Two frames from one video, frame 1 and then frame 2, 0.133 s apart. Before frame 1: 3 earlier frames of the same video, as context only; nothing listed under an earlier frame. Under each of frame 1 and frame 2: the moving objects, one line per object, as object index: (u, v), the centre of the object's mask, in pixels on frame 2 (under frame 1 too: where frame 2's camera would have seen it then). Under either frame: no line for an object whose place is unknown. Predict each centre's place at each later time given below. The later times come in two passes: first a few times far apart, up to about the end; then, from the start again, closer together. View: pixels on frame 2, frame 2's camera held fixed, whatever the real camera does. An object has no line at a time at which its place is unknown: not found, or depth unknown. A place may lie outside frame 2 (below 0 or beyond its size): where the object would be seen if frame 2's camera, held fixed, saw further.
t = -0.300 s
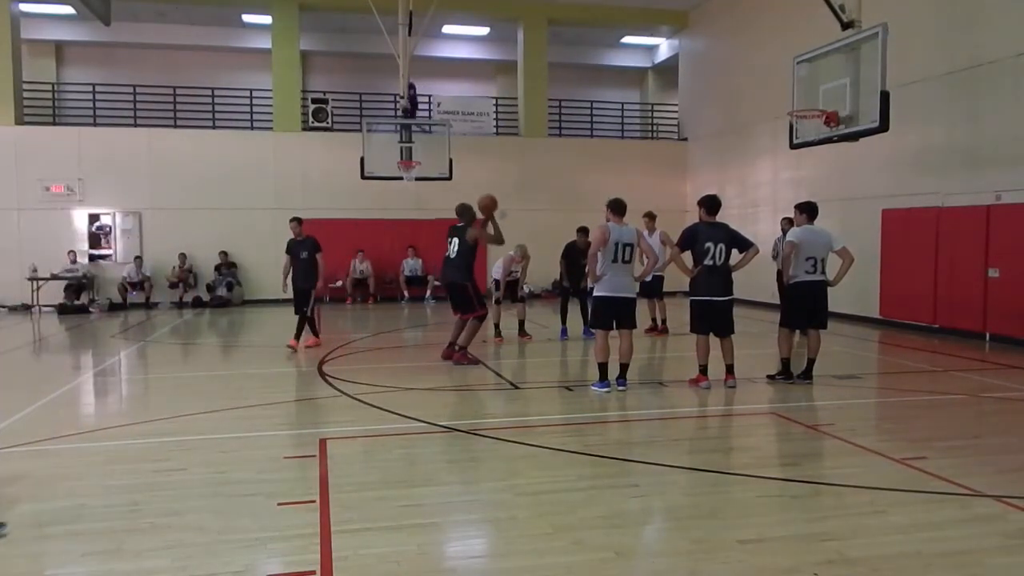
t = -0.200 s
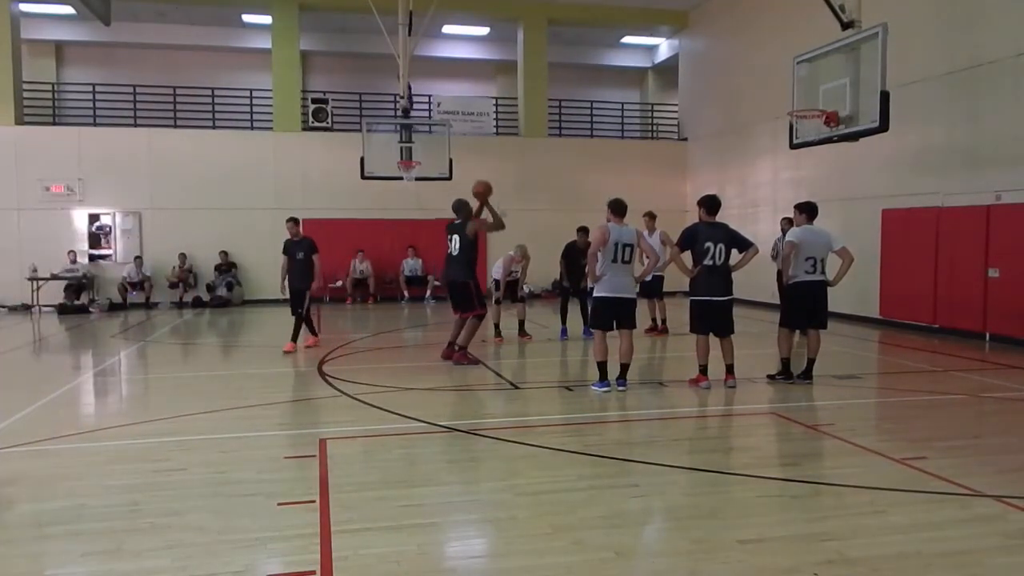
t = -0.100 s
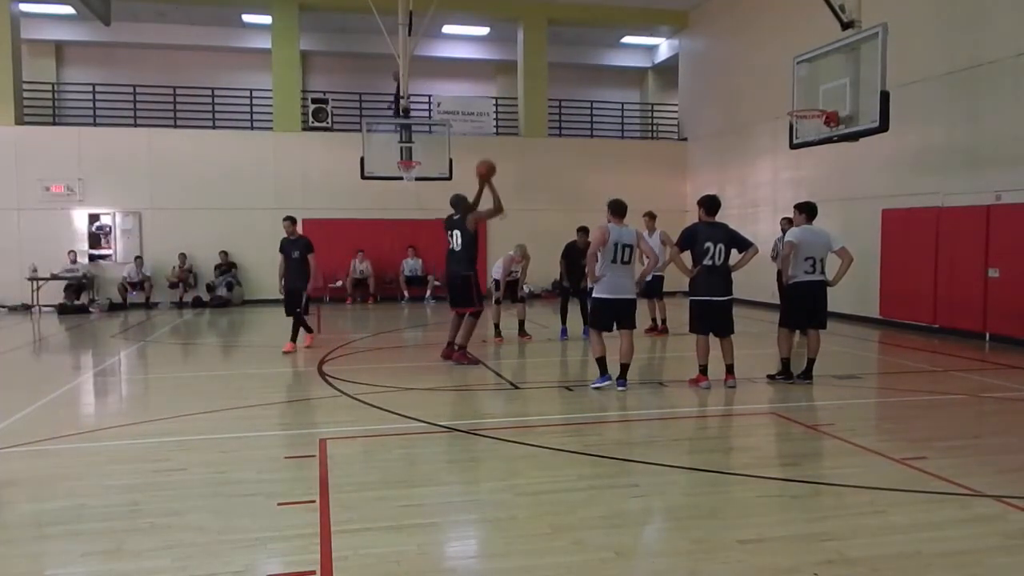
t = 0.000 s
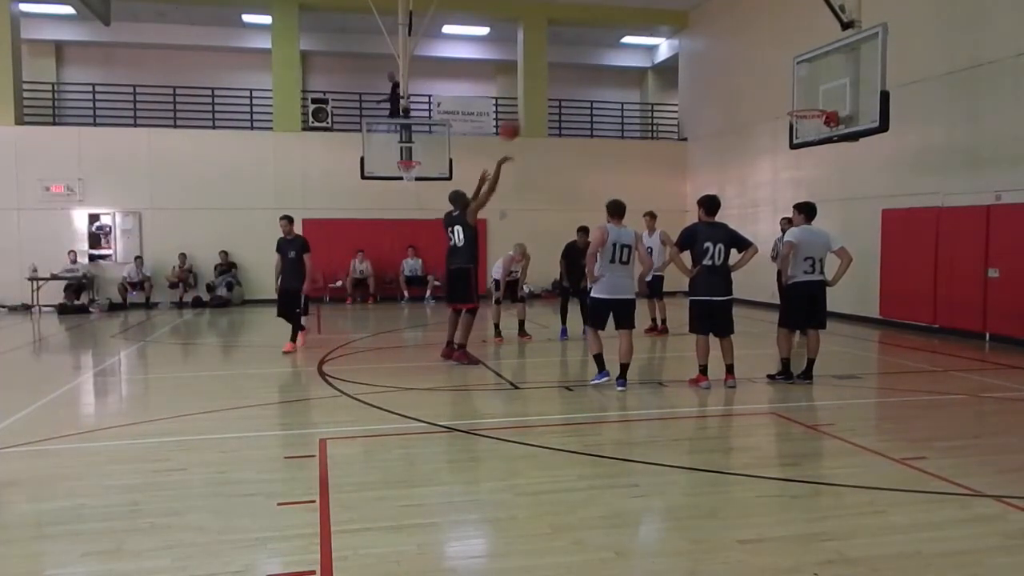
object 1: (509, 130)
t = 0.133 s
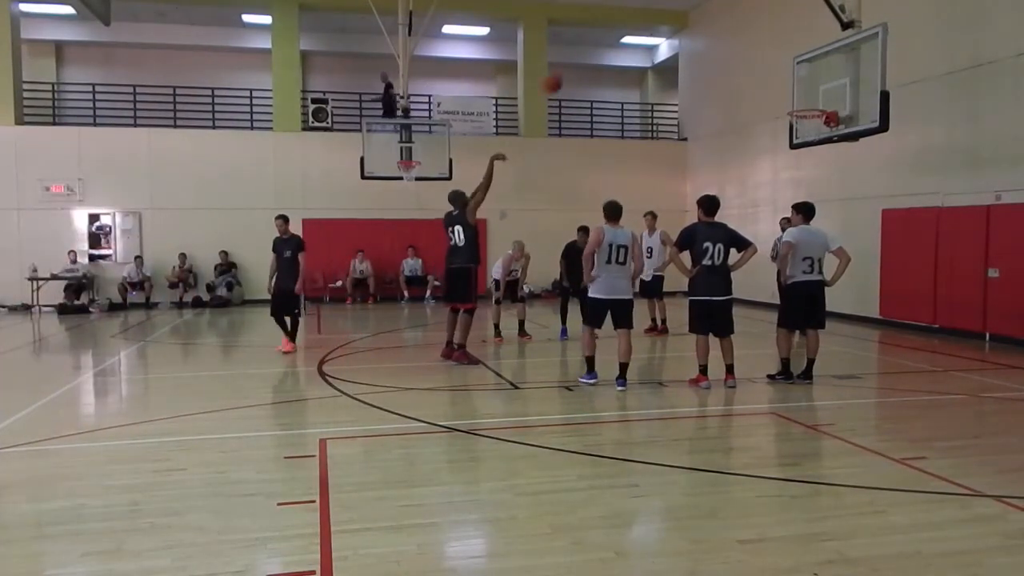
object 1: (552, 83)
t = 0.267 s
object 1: (594, 51)
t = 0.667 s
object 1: (714, 43)
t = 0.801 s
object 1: (751, 68)
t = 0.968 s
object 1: (780, 105)
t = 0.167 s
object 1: (563, 74)
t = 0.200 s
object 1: (573, 66)
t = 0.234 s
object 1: (584, 59)
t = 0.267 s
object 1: (594, 51)
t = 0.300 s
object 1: (605, 46)
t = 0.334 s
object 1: (615, 42)
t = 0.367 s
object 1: (623, 38)
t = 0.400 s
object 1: (635, 35)
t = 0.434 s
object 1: (646, 32)
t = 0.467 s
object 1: (656, 31)
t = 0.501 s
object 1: (665, 31)
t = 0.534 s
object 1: (675, 31)
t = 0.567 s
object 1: (685, 34)
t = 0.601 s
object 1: (694, 35)
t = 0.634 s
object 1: (704, 39)
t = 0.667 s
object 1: (714, 43)
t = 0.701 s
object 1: (724, 48)
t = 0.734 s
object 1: (733, 54)
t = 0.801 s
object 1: (751, 68)
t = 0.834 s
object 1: (761, 77)
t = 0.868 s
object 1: (770, 86)
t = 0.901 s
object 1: (779, 96)
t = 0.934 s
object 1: (787, 106)
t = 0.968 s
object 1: (780, 105)
